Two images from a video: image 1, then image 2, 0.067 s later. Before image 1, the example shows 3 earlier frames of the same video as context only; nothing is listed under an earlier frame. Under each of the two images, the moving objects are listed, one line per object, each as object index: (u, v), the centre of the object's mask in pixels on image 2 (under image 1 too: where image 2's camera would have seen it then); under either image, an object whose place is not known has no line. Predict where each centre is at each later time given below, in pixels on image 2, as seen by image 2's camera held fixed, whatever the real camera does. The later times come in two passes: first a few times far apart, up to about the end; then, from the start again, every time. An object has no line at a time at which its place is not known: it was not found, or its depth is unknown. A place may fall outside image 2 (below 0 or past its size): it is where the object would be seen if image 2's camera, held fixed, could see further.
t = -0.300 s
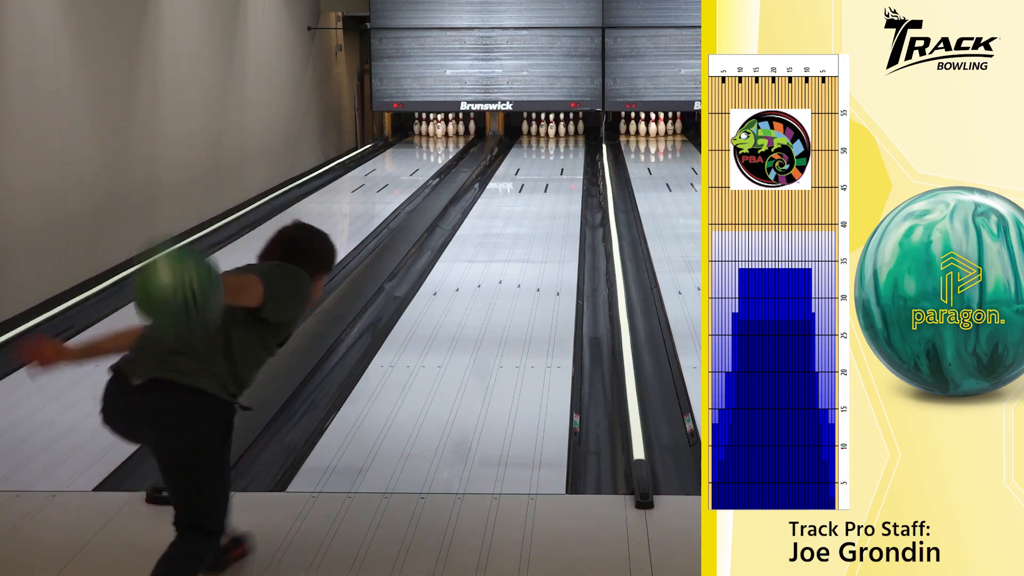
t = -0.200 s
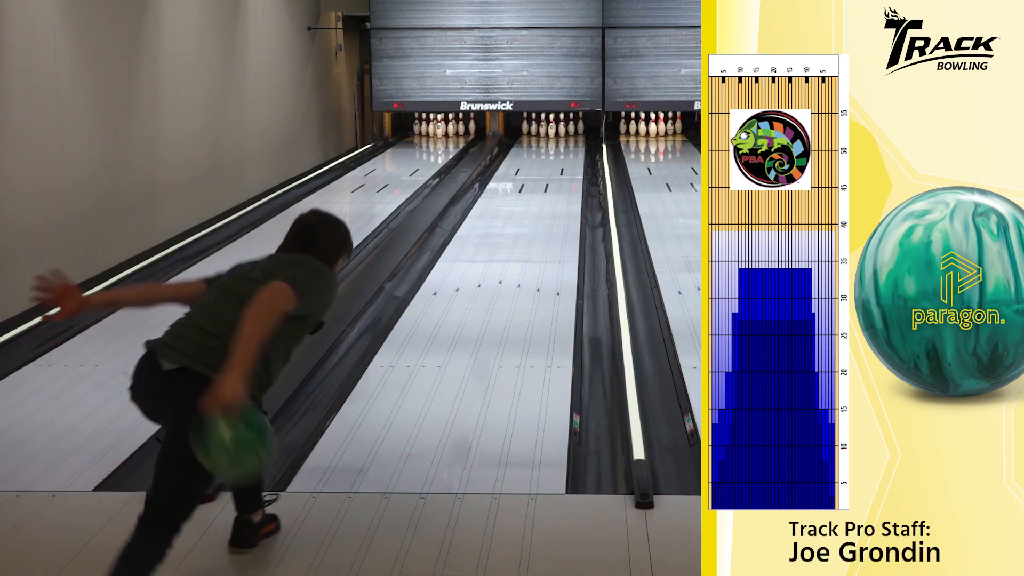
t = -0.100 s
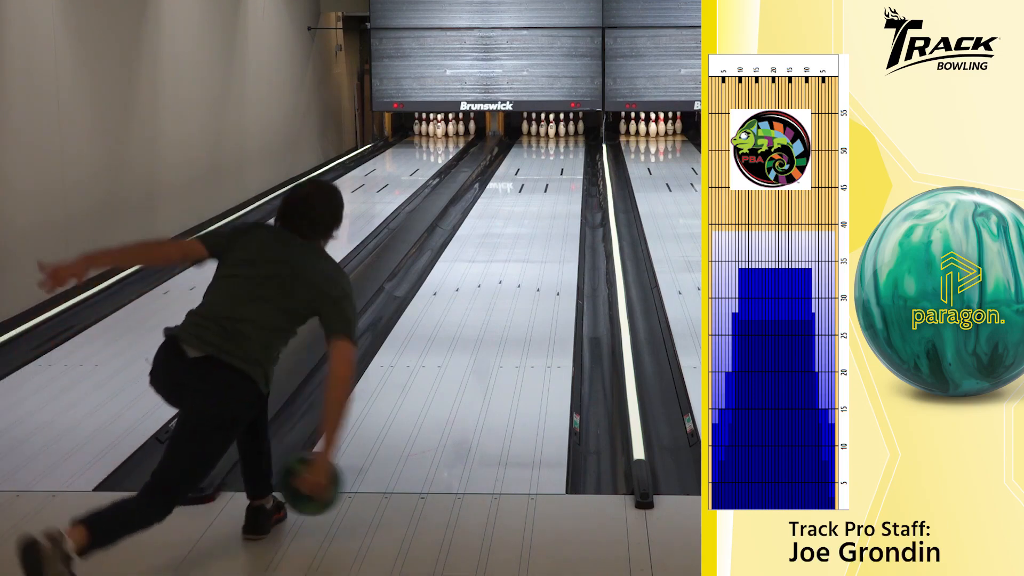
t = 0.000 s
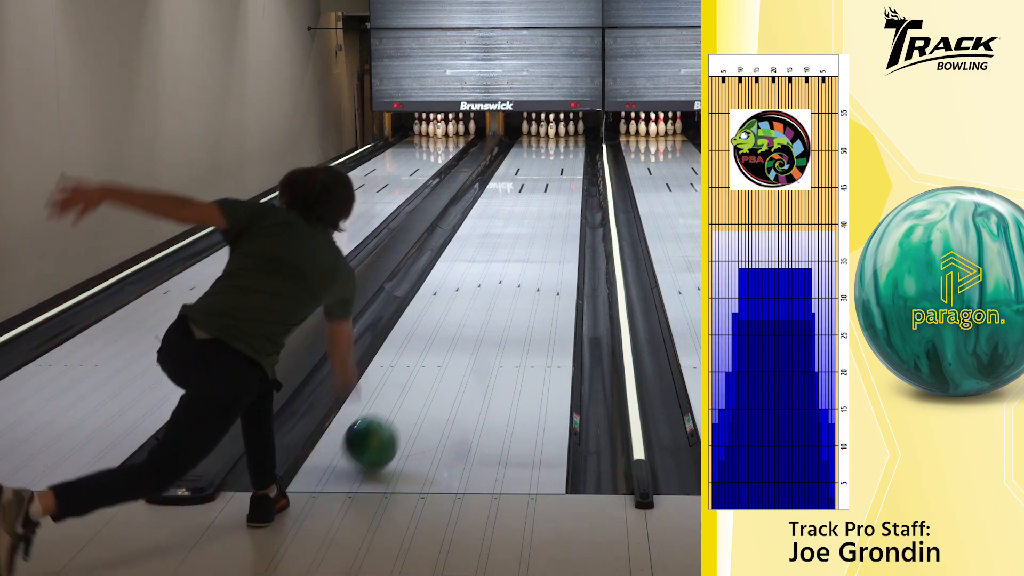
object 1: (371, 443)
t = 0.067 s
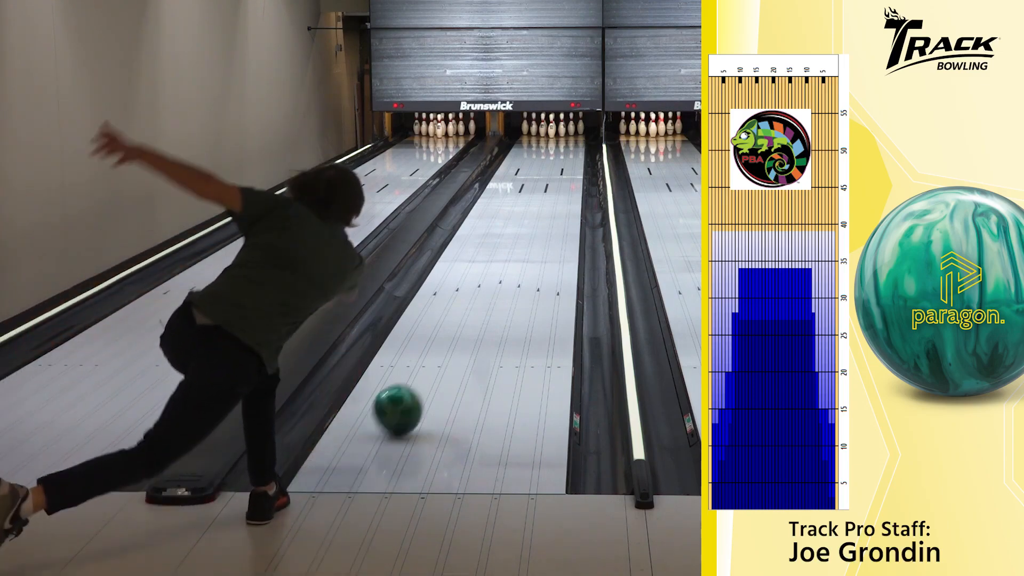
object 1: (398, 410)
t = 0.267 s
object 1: (456, 332)
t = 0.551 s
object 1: (505, 264)
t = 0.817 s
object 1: (534, 222)
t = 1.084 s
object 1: (553, 193)
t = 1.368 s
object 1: (567, 171)
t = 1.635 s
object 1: (574, 155)
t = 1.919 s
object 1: (571, 142)
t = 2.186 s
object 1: (562, 133)
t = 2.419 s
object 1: (562, 127)
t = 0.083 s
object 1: (404, 403)
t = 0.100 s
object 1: (410, 395)
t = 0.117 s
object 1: (415, 388)
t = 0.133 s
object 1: (421, 381)
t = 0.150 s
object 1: (426, 374)
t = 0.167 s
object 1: (431, 367)
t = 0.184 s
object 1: (435, 361)
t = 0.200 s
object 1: (440, 354)
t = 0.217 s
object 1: (444, 349)
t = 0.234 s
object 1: (448, 343)
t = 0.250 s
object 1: (451, 338)
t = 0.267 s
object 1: (456, 332)
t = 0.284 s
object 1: (459, 327)
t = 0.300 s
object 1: (463, 322)
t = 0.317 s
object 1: (467, 317)
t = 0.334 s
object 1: (470, 312)
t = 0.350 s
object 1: (473, 307)
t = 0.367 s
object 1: (476, 303)
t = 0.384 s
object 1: (479, 299)
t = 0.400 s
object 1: (482, 295)
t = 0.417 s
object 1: (485, 291)
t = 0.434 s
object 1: (488, 287)
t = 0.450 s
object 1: (491, 284)
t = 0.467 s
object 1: (493, 280)
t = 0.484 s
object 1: (496, 277)
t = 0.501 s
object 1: (498, 273)
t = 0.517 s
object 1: (501, 270)
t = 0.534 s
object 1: (503, 267)
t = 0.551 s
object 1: (505, 264)
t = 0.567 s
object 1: (507, 260)
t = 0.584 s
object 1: (510, 257)
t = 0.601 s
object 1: (512, 254)
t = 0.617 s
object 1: (514, 251)
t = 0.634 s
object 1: (515, 248)
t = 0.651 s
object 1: (517, 246)
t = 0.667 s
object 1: (519, 243)
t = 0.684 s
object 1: (521, 240)
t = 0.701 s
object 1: (523, 238)
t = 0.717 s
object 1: (524, 235)
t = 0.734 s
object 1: (526, 233)
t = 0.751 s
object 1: (528, 230)
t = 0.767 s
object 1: (529, 228)
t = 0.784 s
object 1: (531, 226)
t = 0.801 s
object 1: (532, 224)
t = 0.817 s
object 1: (534, 222)
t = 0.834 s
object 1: (535, 220)
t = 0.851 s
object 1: (537, 218)
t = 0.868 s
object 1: (538, 216)
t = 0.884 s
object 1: (540, 214)
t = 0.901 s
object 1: (541, 212)
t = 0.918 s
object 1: (542, 210)
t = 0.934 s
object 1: (543, 208)
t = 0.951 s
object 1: (544, 206)
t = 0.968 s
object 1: (546, 205)
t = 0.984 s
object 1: (547, 203)
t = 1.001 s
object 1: (548, 201)
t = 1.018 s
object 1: (549, 199)
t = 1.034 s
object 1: (550, 198)
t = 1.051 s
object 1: (551, 196)
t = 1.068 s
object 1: (552, 194)
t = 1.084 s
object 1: (553, 193)
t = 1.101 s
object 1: (554, 191)
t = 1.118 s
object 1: (555, 190)
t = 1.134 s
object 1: (556, 189)
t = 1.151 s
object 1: (556, 187)
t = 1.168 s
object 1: (558, 186)
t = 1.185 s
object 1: (559, 185)
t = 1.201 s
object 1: (560, 183)
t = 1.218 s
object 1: (560, 182)
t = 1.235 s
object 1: (561, 180)
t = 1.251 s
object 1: (562, 179)
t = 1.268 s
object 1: (563, 178)
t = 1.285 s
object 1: (564, 176)
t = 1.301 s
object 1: (564, 175)
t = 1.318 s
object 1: (565, 174)
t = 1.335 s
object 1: (566, 173)
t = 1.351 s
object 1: (566, 172)
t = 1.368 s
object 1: (567, 171)
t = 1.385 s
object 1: (568, 169)
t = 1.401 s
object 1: (568, 168)
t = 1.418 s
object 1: (569, 167)
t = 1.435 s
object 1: (569, 166)
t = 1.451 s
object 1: (570, 165)
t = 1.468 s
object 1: (570, 164)
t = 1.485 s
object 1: (571, 163)
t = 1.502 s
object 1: (572, 162)
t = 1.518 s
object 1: (572, 161)
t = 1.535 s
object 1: (573, 160)
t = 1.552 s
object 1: (573, 159)
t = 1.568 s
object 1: (573, 158)
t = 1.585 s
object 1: (573, 157)
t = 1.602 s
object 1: (573, 156)
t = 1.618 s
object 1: (574, 155)
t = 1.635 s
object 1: (574, 155)
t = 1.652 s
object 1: (574, 154)
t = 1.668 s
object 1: (574, 153)
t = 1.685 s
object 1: (574, 152)
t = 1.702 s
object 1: (574, 151)
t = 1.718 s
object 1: (574, 150)
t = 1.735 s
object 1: (574, 149)
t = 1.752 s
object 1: (574, 149)
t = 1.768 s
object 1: (574, 148)
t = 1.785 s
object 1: (573, 148)
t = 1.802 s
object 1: (573, 147)
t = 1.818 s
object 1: (573, 146)
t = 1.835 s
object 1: (573, 146)
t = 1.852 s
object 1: (573, 144)
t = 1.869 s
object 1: (572, 144)
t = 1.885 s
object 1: (572, 144)
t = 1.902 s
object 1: (571, 143)
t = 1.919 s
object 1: (571, 142)
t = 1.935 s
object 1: (571, 142)
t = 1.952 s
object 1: (570, 141)
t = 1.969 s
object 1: (569, 140)
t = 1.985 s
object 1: (569, 140)
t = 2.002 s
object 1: (568, 139)
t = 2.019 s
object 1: (568, 139)
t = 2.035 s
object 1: (567, 138)
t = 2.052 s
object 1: (566, 138)
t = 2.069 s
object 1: (566, 137)
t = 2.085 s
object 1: (565, 136)
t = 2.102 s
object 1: (564, 136)
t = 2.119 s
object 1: (564, 135)
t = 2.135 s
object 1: (563, 135)
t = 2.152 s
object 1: (563, 134)
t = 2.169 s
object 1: (561, 134)
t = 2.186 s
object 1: (562, 133)
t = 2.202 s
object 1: (560, 132)
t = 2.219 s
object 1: (559, 132)
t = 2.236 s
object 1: (559, 132)
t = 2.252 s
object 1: (560, 131)
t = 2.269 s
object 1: (560, 131)
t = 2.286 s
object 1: (560, 131)
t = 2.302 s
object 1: (560, 130)
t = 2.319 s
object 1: (559, 130)
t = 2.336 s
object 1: (560, 129)
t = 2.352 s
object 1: (560, 129)
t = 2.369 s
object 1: (561, 129)
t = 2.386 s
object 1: (561, 128)
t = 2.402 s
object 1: (562, 128)
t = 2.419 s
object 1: (562, 127)
